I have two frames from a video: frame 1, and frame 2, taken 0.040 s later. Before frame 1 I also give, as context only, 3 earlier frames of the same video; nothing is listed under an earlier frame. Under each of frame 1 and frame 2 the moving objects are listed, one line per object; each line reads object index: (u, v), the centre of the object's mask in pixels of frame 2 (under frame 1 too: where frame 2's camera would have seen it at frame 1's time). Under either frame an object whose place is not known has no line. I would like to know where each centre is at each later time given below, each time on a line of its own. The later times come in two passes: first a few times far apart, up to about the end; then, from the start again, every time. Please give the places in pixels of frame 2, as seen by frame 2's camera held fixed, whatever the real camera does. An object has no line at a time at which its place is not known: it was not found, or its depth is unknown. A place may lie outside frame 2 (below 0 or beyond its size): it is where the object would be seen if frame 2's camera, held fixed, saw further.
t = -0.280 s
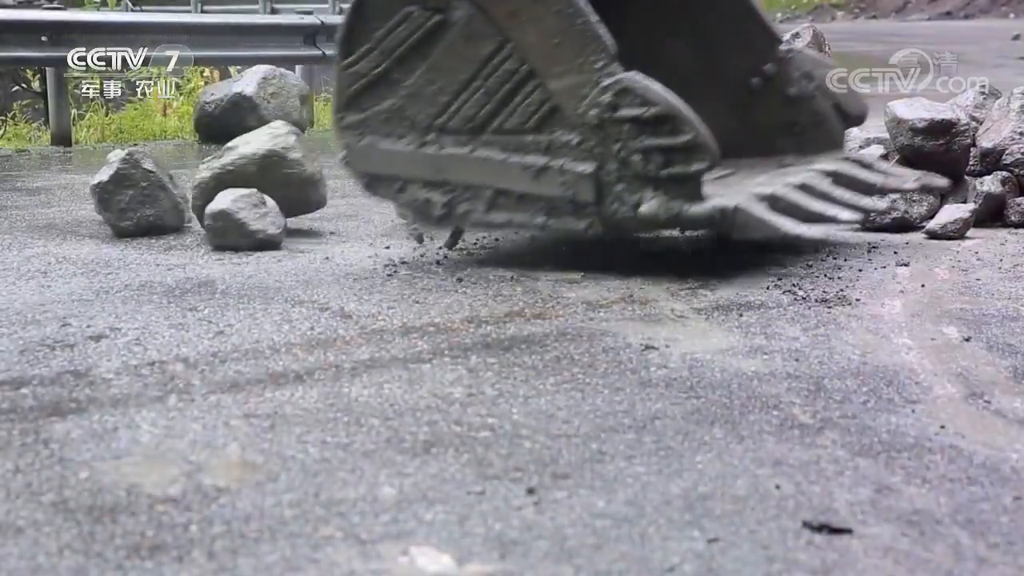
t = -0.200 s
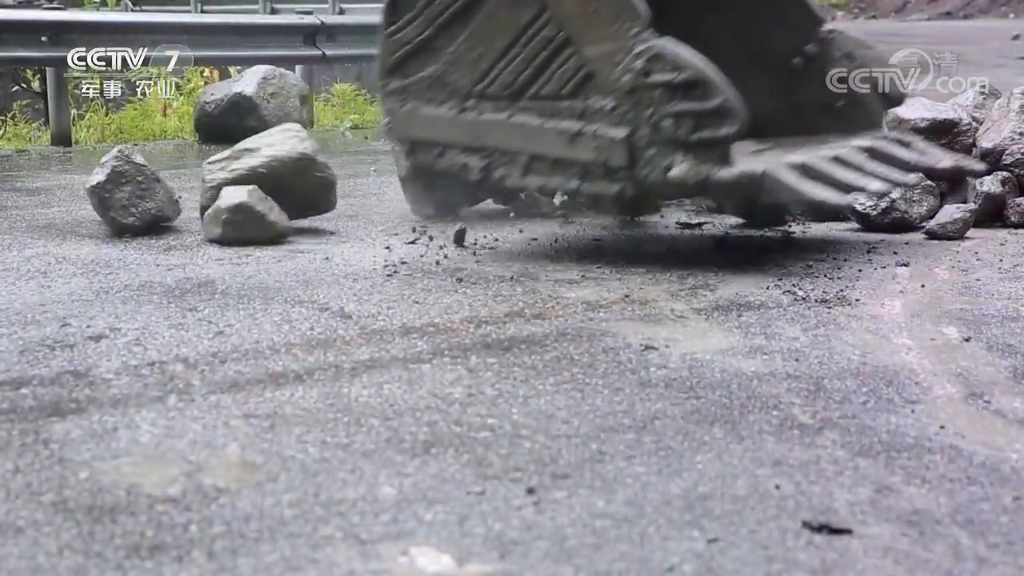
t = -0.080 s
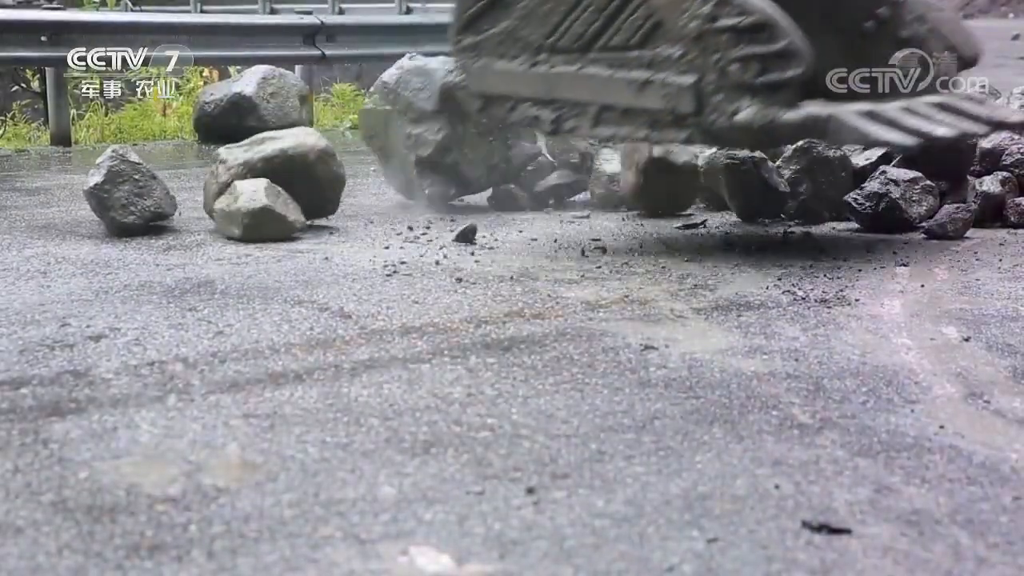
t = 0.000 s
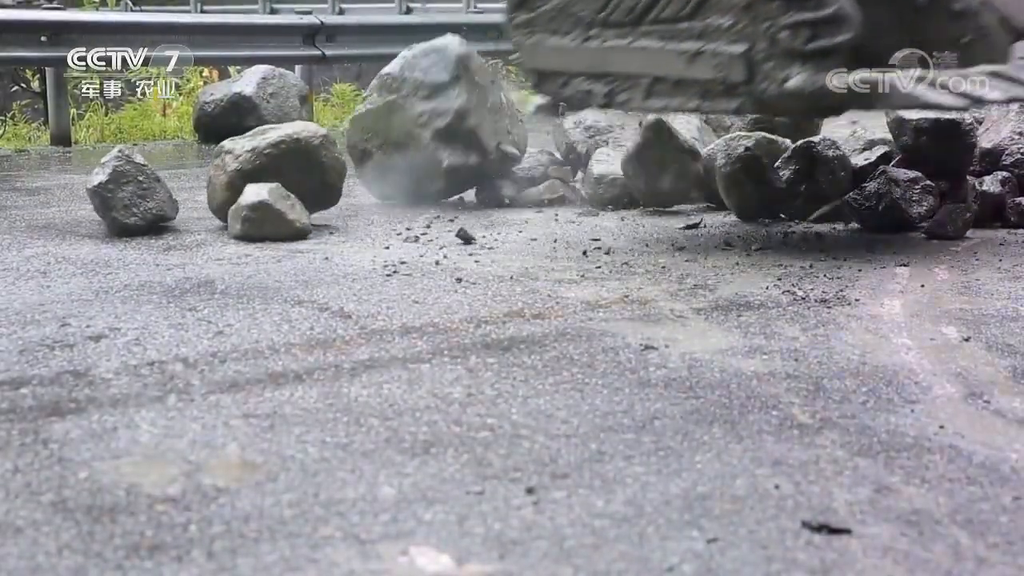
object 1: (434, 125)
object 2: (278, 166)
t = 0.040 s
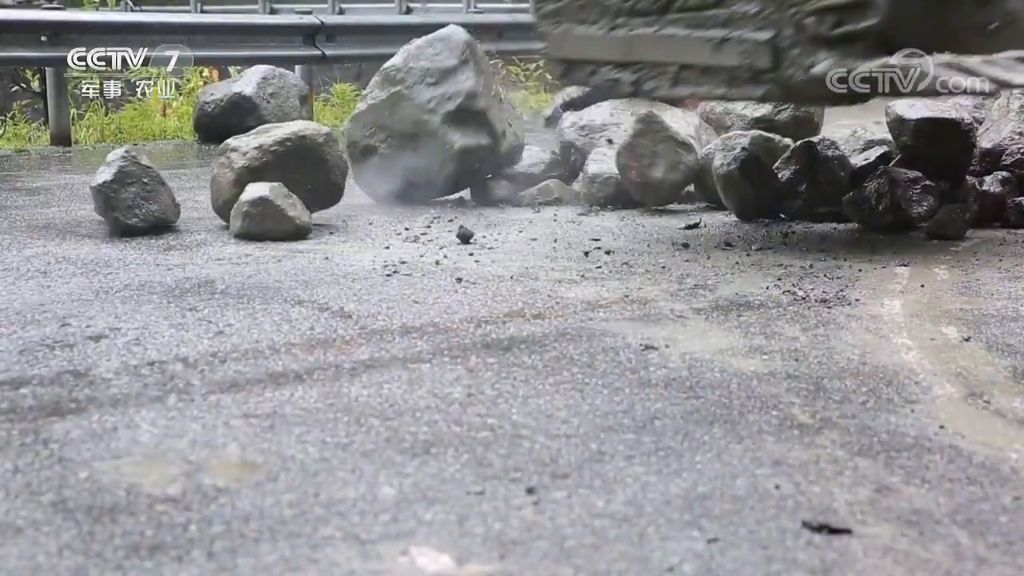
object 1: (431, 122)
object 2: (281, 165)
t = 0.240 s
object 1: (445, 113)
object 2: (301, 170)
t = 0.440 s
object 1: (456, 109)
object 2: (316, 175)
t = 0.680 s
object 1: (459, 107)
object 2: (327, 176)
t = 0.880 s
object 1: (461, 106)
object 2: (333, 177)
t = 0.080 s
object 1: (429, 120)
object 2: (285, 165)
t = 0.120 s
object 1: (432, 118)
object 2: (290, 165)
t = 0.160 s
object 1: (438, 116)
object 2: (294, 166)
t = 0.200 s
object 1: (442, 114)
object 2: (298, 168)
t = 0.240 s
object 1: (445, 113)
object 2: (301, 170)
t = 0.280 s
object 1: (448, 113)
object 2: (305, 173)
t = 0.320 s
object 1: (451, 110)
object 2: (309, 174)
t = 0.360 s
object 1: (452, 110)
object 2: (311, 175)
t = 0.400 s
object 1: (454, 109)
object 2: (314, 175)
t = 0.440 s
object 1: (456, 109)
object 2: (316, 175)
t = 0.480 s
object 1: (459, 109)
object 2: (319, 175)
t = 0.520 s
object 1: (460, 109)
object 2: (320, 175)
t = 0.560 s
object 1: (458, 110)
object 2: (322, 176)
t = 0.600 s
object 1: (457, 110)
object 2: (324, 176)
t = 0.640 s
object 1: (457, 109)
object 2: (326, 176)
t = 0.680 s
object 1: (459, 107)
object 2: (327, 176)
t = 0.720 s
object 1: (461, 106)
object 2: (328, 176)
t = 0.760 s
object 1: (464, 106)
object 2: (330, 177)
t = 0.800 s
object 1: (455, 106)
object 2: (331, 176)
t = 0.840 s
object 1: (458, 106)
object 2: (333, 177)
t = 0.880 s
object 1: (461, 106)
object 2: (333, 177)
